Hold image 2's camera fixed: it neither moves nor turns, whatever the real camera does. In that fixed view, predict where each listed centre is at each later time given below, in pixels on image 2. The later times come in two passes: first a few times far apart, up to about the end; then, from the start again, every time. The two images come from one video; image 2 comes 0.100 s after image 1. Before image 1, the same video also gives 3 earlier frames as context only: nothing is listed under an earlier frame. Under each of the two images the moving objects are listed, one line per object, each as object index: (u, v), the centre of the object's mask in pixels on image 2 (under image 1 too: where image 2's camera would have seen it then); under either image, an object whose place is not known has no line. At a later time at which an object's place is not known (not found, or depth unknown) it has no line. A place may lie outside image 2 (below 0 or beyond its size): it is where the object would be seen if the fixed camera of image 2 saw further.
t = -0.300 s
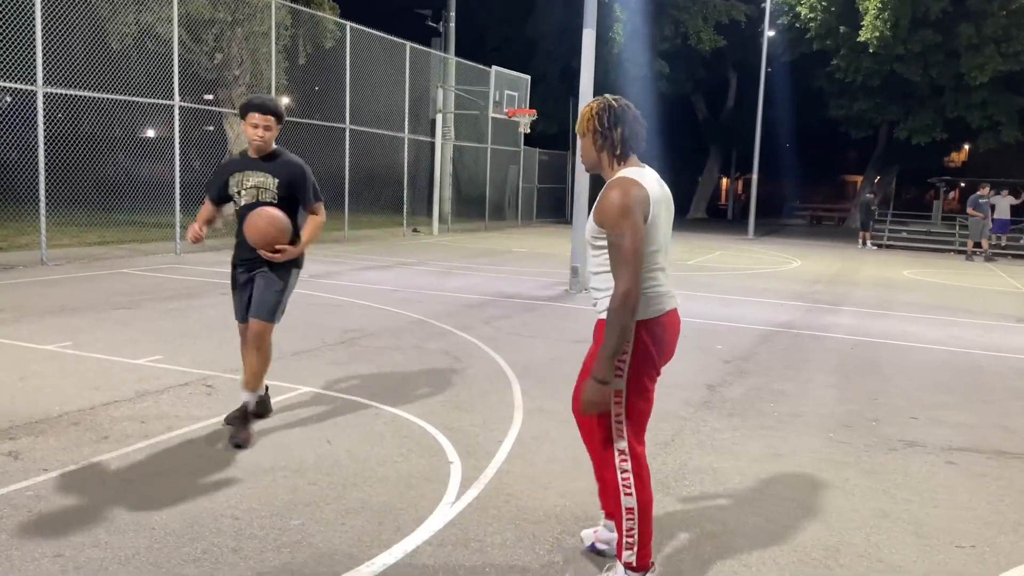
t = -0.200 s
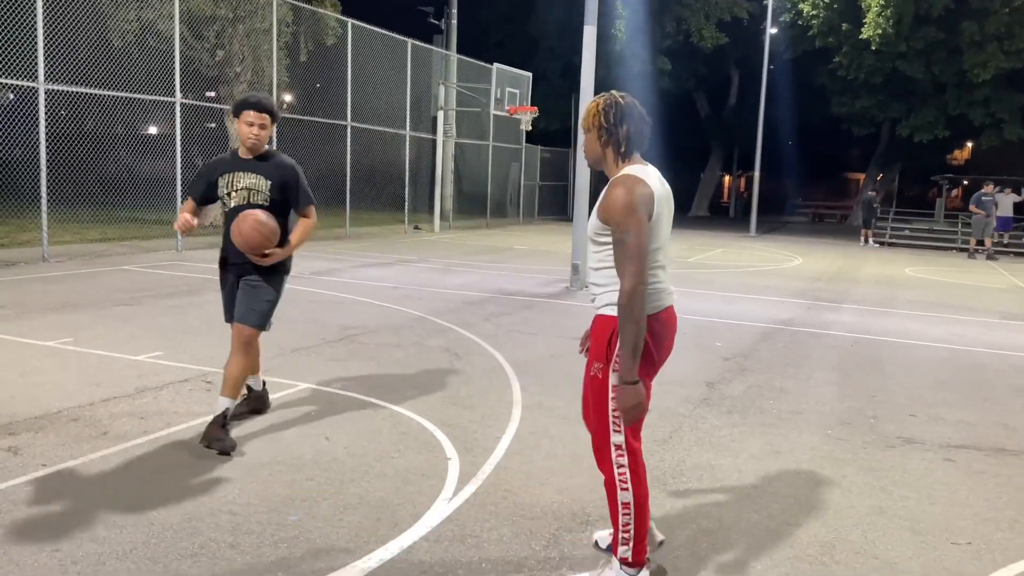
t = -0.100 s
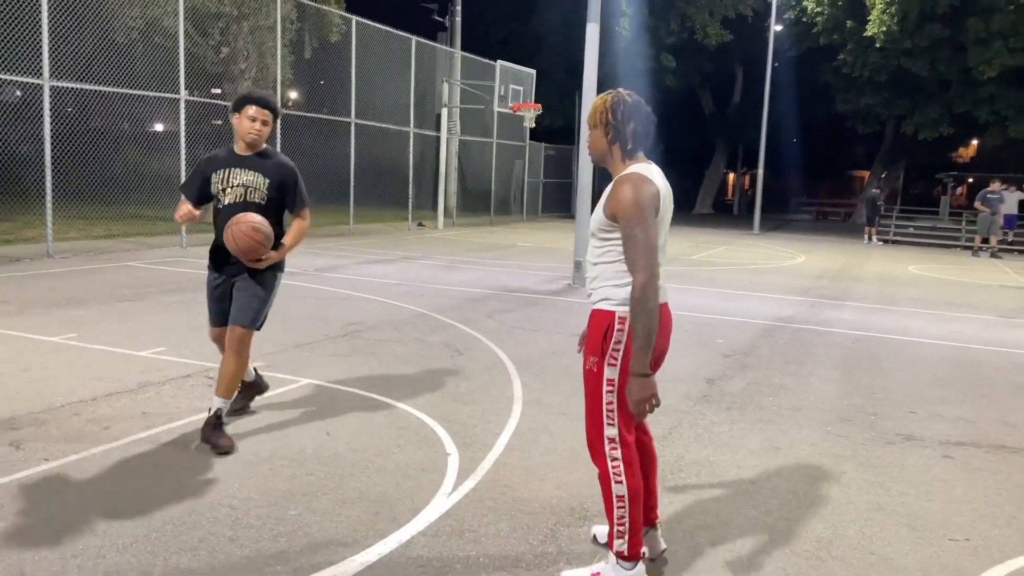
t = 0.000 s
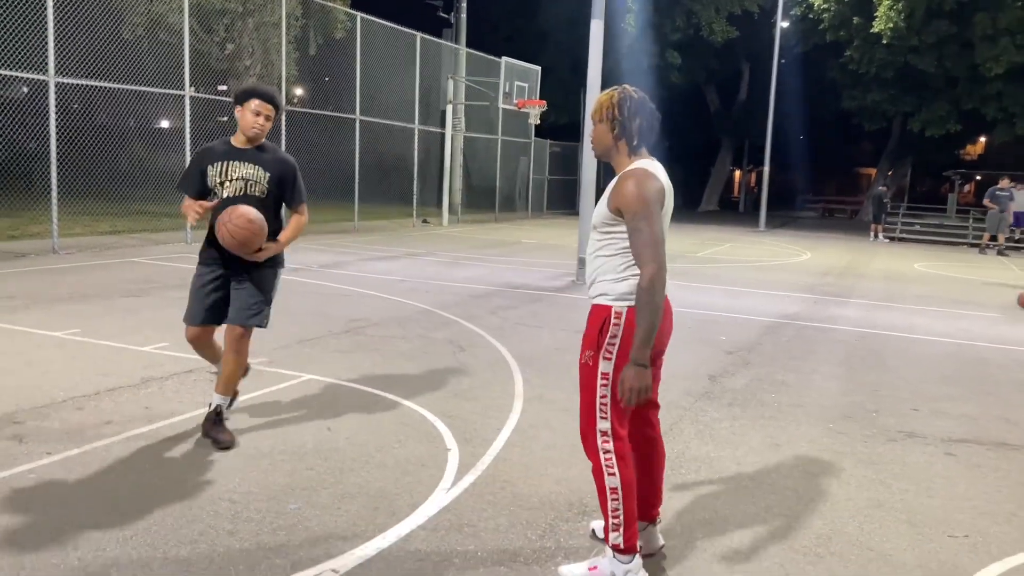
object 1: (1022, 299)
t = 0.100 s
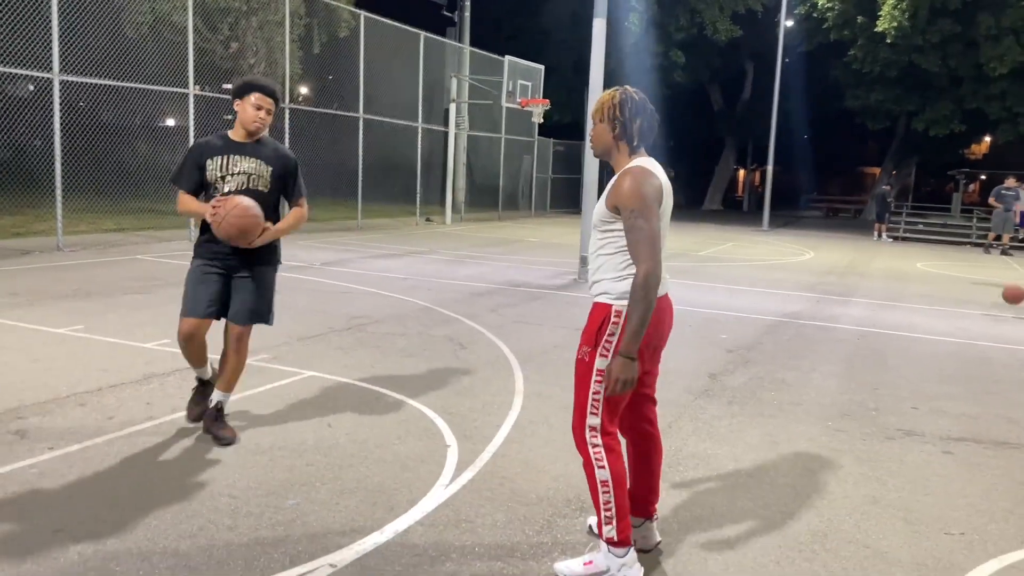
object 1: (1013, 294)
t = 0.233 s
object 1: (991, 276)
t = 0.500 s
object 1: (941, 283)
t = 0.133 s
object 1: (1008, 288)
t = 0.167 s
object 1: (1002, 284)
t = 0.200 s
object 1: (997, 279)
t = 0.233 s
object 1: (991, 276)
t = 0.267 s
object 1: (985, 274)
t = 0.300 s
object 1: (979, 273)
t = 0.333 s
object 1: (972, 272)
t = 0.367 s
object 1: (966, 273)
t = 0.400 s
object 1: (959, 274)
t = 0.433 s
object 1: (953, 276)
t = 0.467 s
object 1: (947, 279)
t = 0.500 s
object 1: (941, 283)
